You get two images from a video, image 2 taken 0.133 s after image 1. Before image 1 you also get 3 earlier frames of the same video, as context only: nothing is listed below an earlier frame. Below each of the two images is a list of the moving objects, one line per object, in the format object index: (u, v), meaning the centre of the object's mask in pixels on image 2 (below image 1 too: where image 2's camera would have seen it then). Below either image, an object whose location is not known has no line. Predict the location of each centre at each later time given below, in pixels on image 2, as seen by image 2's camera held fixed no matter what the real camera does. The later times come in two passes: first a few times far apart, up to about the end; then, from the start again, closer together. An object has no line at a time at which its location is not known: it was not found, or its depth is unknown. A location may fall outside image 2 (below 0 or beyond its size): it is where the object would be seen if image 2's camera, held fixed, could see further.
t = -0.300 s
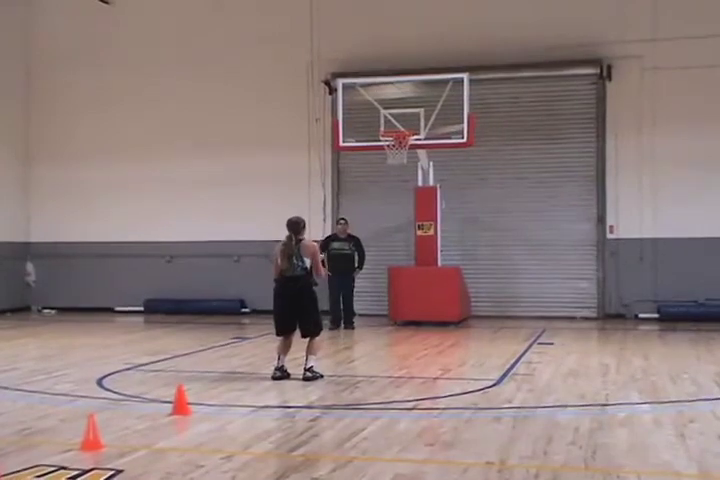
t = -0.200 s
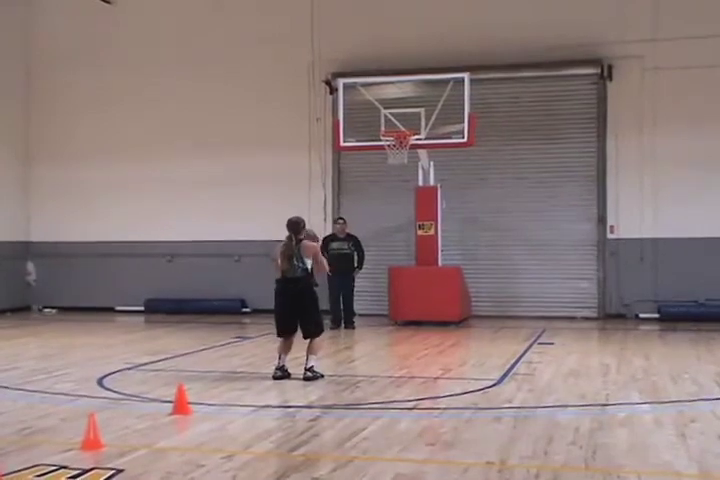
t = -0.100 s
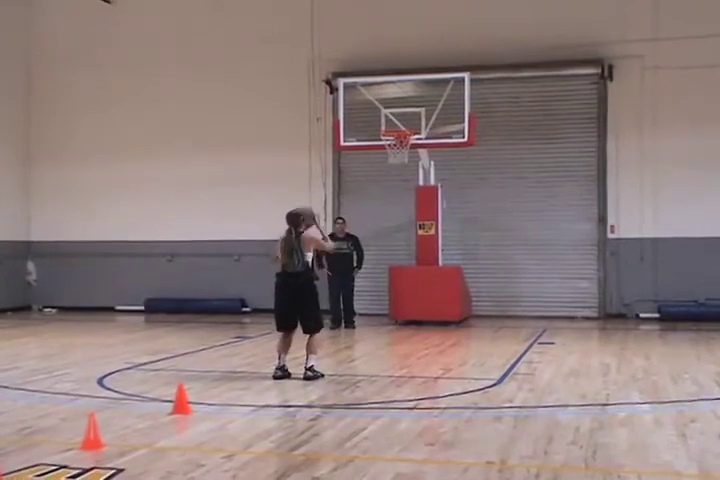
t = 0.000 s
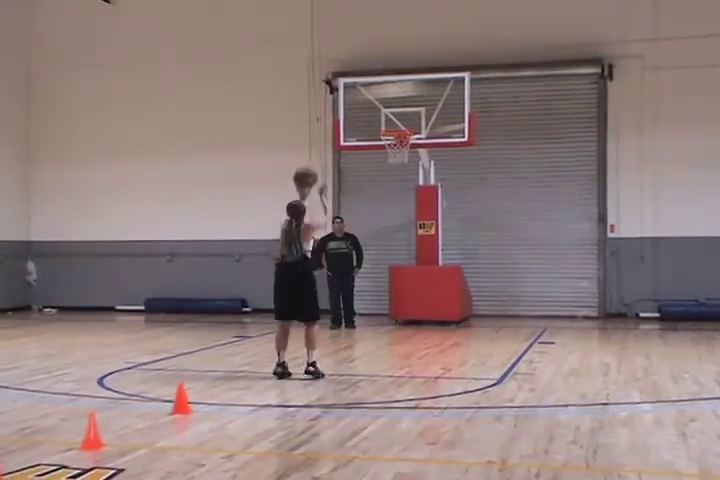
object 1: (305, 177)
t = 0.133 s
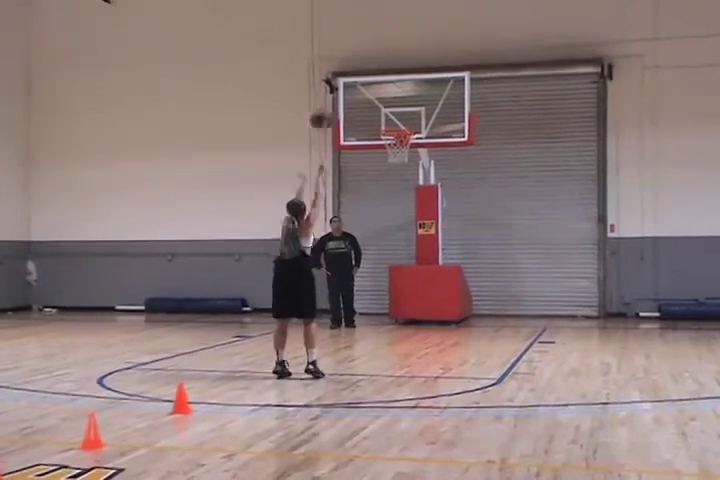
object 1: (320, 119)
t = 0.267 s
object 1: (337, 82)
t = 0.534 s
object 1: (361, 62)
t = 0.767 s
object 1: (381, 84)
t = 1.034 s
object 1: (396, 145)
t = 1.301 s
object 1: (390, 204)
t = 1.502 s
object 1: (383, 279)
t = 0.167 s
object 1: (324, 109)
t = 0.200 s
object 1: (330, 99)
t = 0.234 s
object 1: (332, 89)
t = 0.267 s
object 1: (337, 82)
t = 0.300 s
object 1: (340, 76)
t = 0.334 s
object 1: (341, 73)
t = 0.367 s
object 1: (347, 67)
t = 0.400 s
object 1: (351, 63)
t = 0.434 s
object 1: (353, 62)
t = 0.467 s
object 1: (357, 61)
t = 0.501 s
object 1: (359, 61)
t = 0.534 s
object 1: (361, 62)
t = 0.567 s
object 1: (362, 62)
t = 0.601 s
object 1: (366, 65)
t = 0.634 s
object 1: (367, 66)
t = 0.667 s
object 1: (372, 72)
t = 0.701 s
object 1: (376, 75)
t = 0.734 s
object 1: (378, 78)
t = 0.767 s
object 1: (381, 84)
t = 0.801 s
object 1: (384, 90)
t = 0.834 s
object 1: (386, 96)
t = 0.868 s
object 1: (388, 103)
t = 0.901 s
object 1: (390, 112)
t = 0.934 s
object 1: (393, 121)
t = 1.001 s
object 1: (397, 141)
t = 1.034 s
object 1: (396, 145)
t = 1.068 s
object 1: (395, 151)
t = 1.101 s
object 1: (394, 153)
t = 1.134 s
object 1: (394, 155)
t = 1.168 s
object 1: (393, 166)
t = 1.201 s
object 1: (392, 177)
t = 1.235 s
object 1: (391, 185)
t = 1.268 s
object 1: (391, 194)
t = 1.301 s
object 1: (390, 204)
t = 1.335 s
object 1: (390, 214)
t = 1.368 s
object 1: (389, 226)
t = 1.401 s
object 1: (388, 238)
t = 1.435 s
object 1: (387, 251)
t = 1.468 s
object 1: (385, 265)
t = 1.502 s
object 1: (383, 279)
